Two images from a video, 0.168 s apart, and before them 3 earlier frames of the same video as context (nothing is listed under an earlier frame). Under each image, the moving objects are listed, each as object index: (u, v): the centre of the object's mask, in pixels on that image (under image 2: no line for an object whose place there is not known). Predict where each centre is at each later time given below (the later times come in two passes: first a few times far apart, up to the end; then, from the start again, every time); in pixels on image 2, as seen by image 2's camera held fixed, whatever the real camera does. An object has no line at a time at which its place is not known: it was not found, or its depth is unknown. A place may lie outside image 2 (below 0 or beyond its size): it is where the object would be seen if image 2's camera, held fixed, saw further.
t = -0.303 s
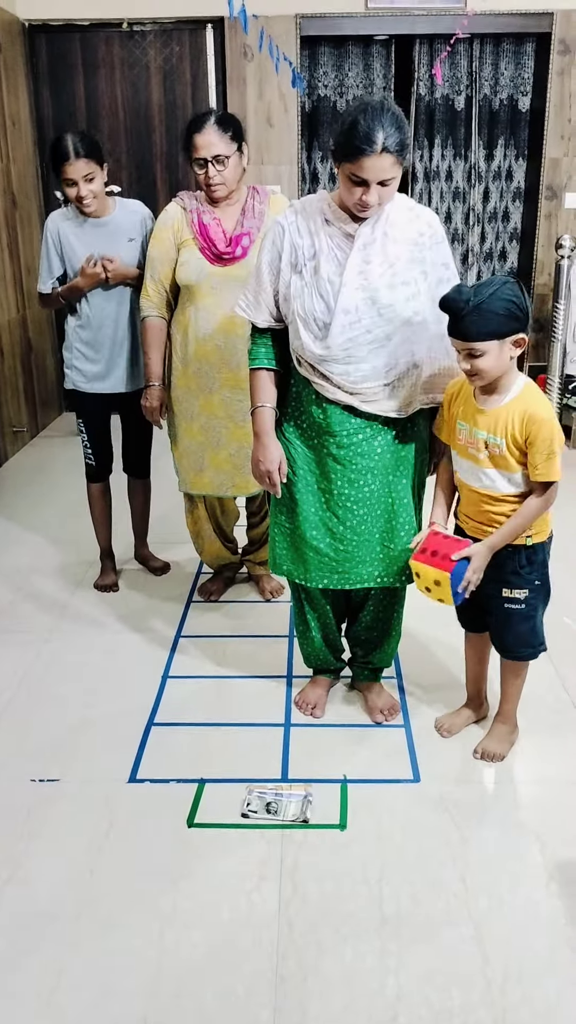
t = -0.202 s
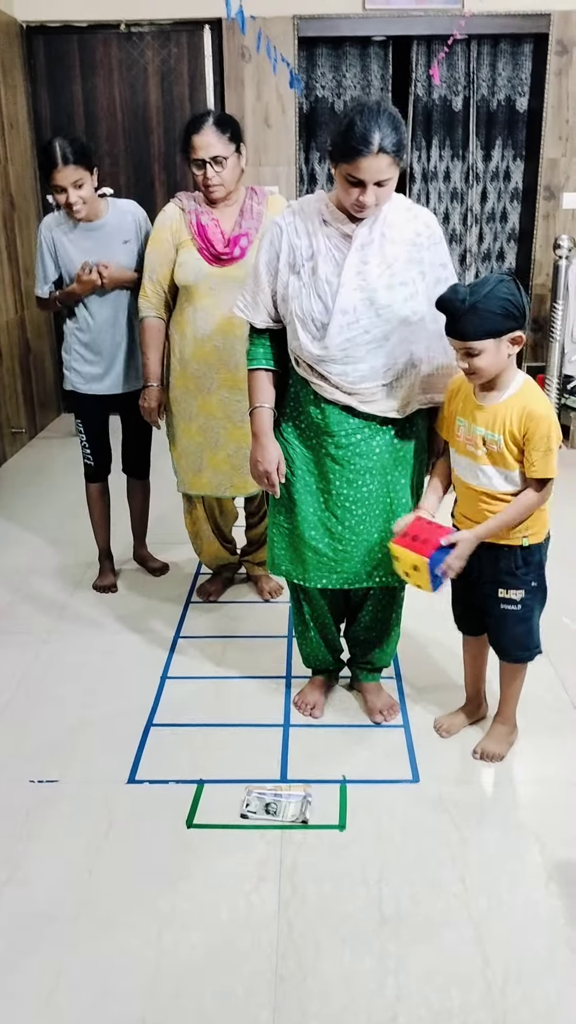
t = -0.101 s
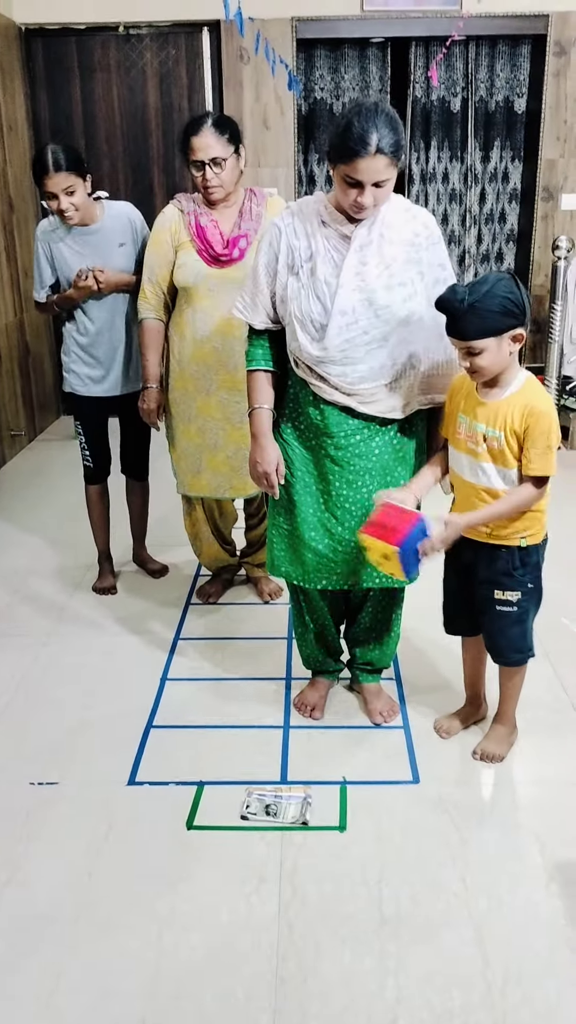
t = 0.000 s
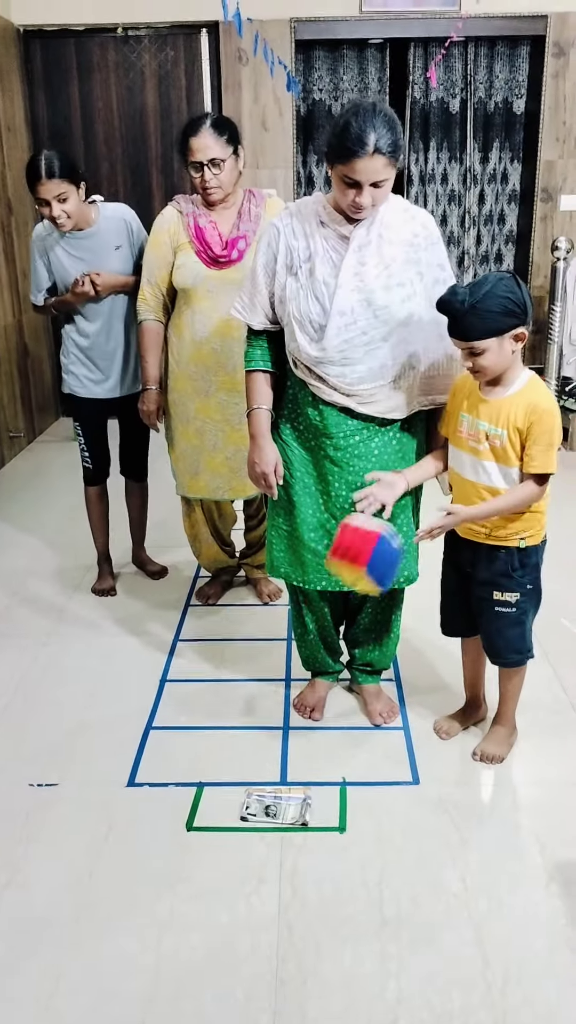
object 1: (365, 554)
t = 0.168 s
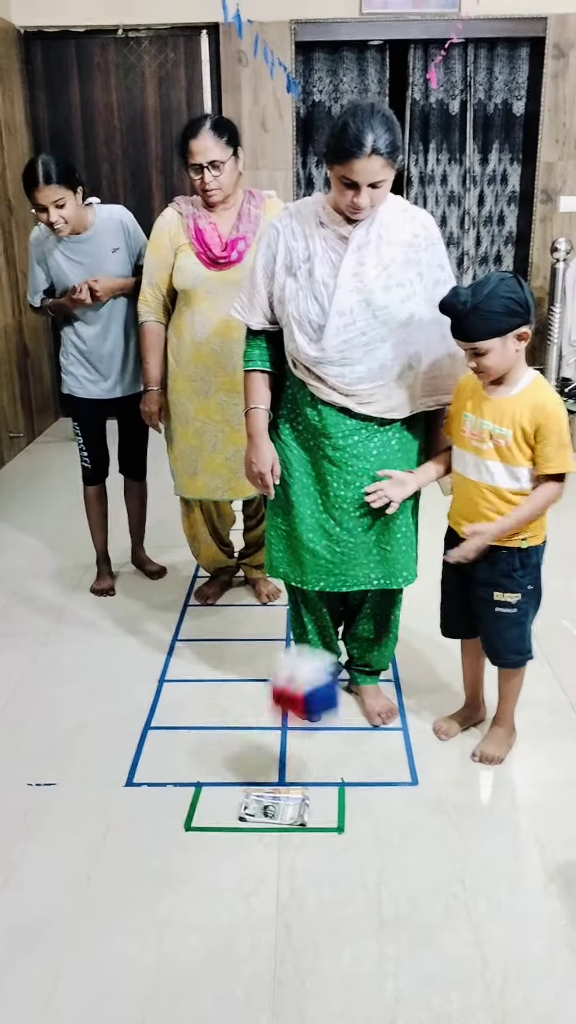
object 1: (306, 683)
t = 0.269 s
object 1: (281, 769)
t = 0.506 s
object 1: (248, 706)
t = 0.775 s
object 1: (234, 730)
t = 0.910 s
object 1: (239, 740)
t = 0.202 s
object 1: (297, 718)
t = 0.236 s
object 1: (287, 766)
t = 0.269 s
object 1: (281, 769)
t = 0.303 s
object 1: (276, 748)
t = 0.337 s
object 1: (273, 733)
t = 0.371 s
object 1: (267, 718)
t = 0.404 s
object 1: (262, 709)
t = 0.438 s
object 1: (257, 705)
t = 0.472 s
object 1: (252, 704)
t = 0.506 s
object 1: (248, 706)
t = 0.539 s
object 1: (244, 712)
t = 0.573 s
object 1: (239, 722)
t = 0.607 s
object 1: (235, 740)
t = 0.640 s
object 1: (232, 754)
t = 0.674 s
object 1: (231, 750)
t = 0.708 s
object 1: (232, 741)
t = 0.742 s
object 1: (233, 734)
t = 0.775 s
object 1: (234, 730)
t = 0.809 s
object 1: (235, 730)
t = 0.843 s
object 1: (236, 734)
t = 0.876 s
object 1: (238, 740)
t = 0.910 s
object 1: (239, 740)
